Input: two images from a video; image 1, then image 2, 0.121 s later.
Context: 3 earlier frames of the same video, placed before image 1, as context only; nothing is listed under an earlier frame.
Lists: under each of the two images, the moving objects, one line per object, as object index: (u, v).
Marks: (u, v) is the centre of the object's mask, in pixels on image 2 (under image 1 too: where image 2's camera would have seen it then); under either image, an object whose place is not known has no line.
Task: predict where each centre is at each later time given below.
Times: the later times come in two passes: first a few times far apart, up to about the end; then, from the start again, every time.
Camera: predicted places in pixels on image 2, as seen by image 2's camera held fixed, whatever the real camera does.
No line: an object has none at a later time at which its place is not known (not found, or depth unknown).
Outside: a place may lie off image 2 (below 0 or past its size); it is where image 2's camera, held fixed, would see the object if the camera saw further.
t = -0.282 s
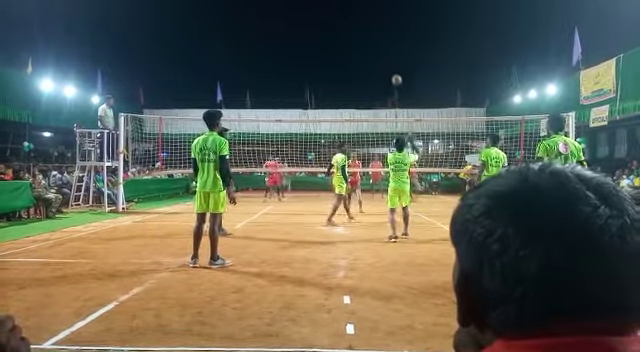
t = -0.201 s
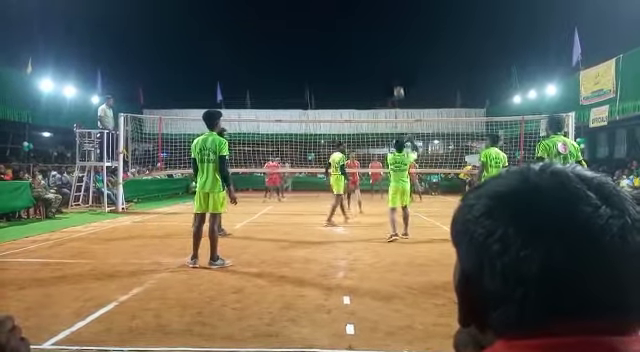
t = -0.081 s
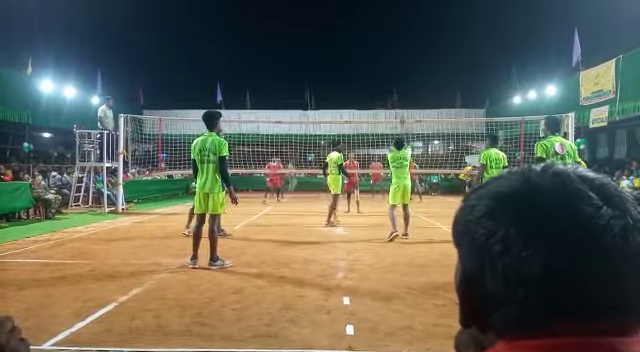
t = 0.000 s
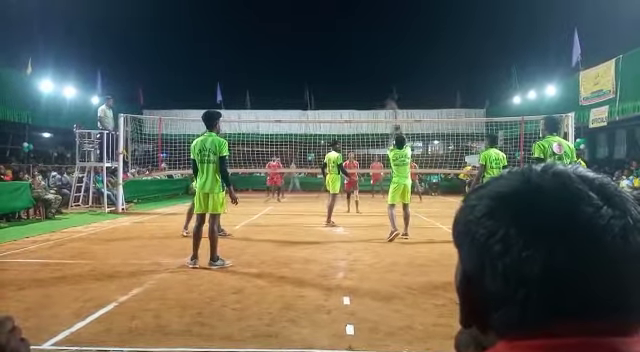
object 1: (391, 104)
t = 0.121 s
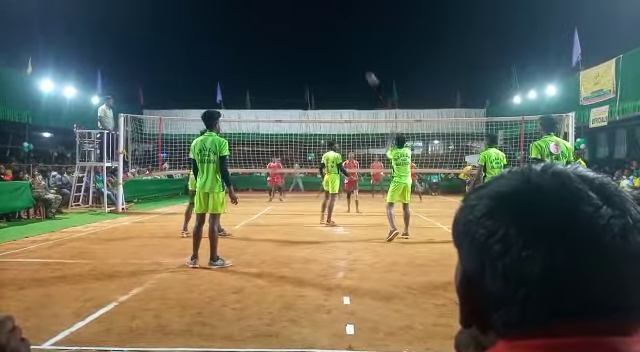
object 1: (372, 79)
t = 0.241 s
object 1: (355, 62)
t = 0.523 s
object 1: (328, 50)
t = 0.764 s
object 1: (312, 64)
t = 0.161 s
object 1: (366, 72)
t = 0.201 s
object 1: (360, 66)
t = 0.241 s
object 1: (355, 62)
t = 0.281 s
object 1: (350, 58)
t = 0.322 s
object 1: (346, 54)
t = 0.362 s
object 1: (342, 52)
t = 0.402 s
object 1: (338, 51)
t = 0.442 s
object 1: (334, 50)
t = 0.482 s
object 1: (331, 50)
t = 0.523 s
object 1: (328, 50)
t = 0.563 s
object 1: (325, 51)
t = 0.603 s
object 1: (322, 53)
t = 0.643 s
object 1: (320, 55)
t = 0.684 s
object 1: (317, 58)
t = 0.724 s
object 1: (314, 61)
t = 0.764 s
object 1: (312, 64)
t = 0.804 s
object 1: (310, 68)
